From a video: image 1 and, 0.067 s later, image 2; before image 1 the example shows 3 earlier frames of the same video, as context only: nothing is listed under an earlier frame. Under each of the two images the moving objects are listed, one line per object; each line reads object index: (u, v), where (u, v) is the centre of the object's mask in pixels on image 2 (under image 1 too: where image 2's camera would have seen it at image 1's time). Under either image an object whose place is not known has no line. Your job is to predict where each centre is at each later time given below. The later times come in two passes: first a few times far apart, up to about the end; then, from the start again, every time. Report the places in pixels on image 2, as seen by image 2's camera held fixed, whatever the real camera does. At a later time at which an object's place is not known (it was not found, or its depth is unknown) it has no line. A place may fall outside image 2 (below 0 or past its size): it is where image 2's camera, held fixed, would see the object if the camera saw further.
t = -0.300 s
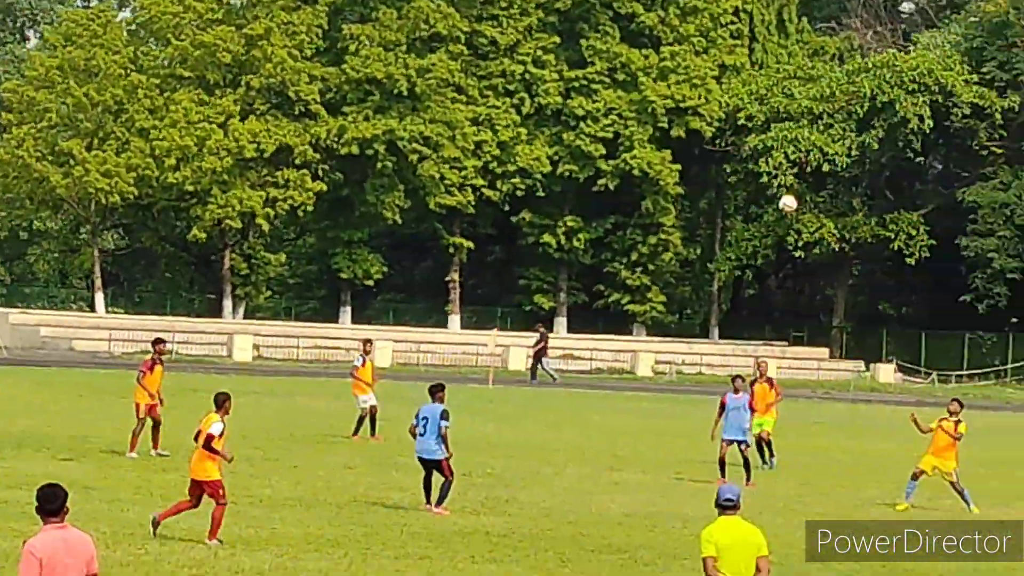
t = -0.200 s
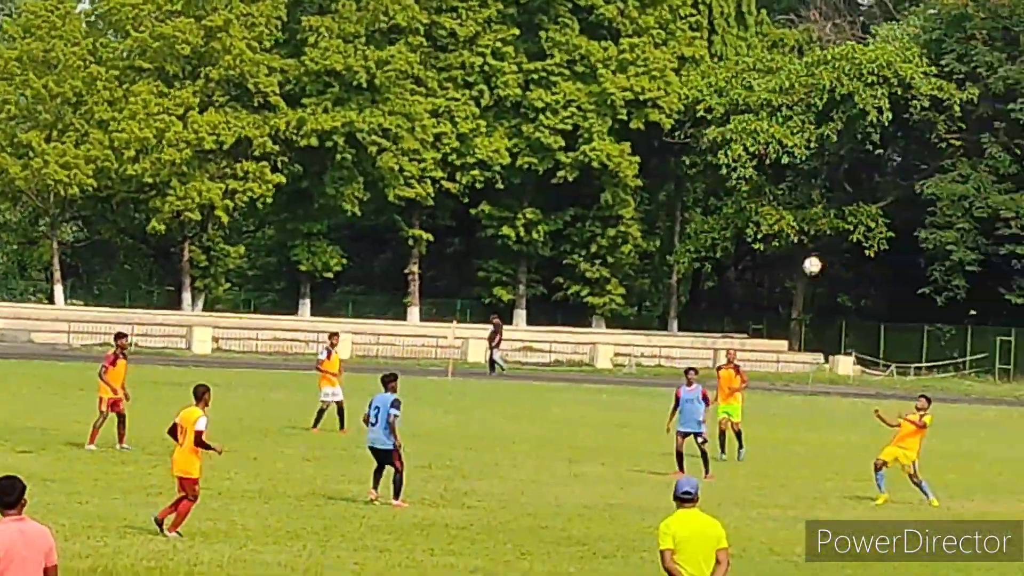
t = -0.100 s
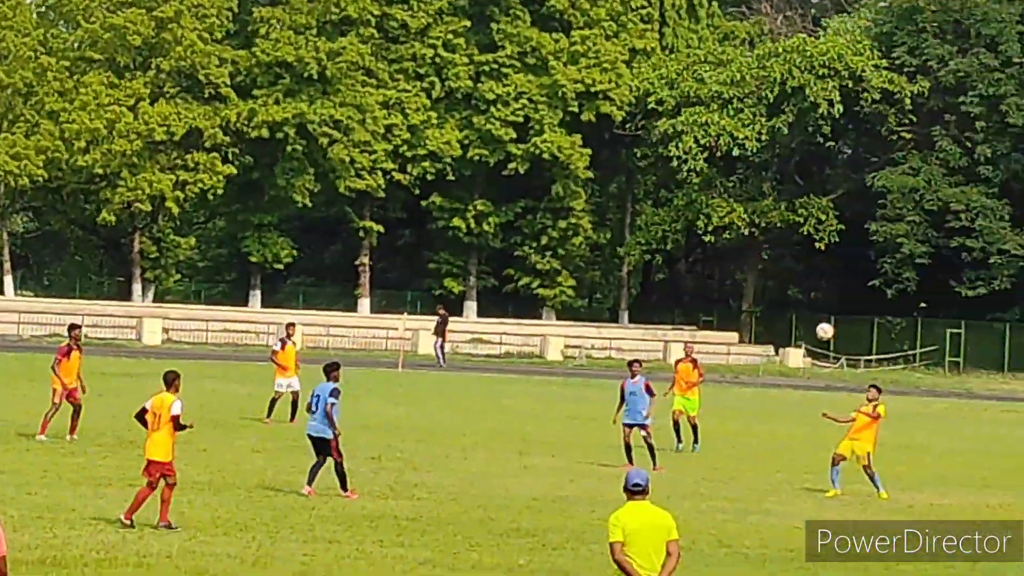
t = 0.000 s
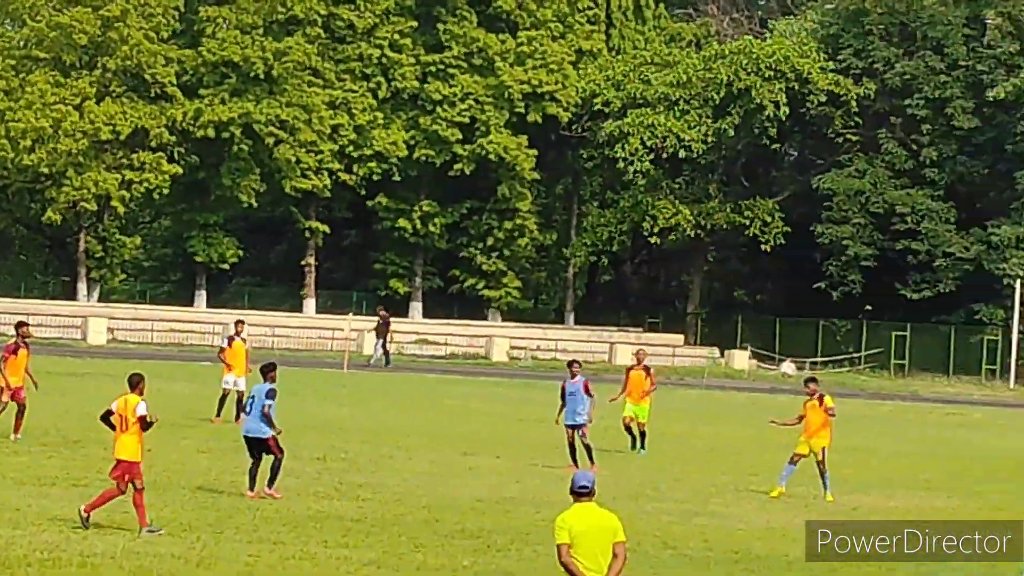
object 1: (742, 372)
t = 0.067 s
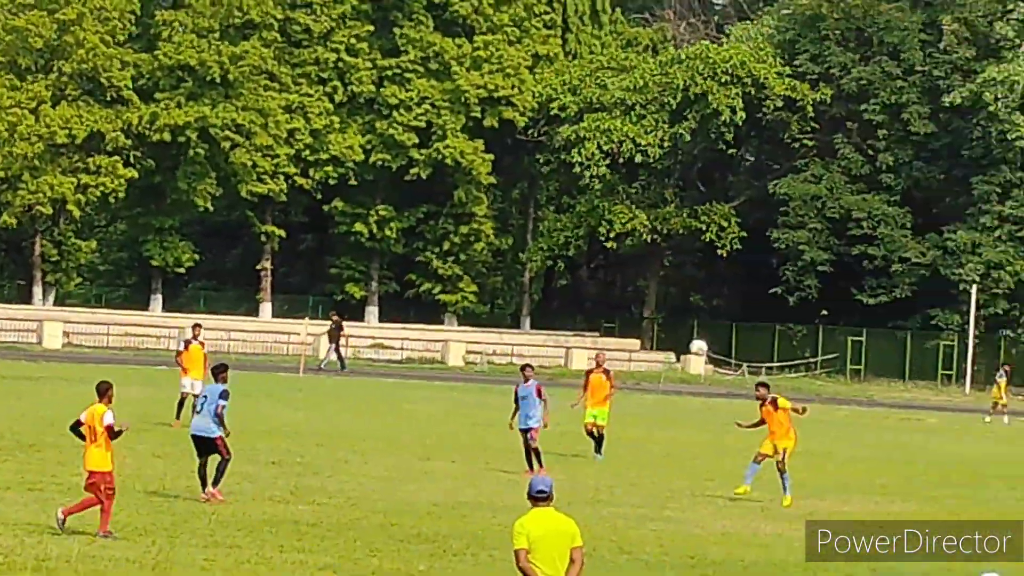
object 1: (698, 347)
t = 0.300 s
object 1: (533, 282)
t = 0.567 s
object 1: (335, 266)
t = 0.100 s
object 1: (675, 336)
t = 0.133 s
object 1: (652, 323)
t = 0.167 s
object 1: (629, 314)
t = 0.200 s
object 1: (605, 305)
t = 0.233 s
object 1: (581, 296)
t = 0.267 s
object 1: (557, 289)
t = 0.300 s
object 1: (533, 282)
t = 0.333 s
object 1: (509, 276)
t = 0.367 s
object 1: (484, 272)
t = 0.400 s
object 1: (460, 267)
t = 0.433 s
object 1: (434, 265)
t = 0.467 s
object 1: (410, 264)
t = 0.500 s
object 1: (385, 263)
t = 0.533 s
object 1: (360, 264)
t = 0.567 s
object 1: (335, 266)
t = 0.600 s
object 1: (309, 269)
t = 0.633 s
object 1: (283, 272)
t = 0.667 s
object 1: (257, 277)
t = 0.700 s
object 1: (231, 283)
